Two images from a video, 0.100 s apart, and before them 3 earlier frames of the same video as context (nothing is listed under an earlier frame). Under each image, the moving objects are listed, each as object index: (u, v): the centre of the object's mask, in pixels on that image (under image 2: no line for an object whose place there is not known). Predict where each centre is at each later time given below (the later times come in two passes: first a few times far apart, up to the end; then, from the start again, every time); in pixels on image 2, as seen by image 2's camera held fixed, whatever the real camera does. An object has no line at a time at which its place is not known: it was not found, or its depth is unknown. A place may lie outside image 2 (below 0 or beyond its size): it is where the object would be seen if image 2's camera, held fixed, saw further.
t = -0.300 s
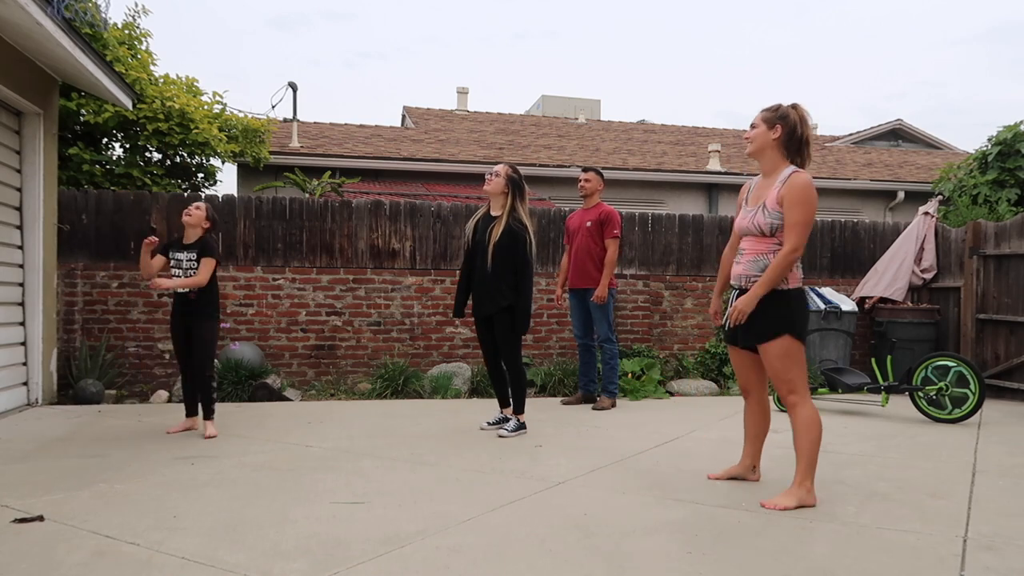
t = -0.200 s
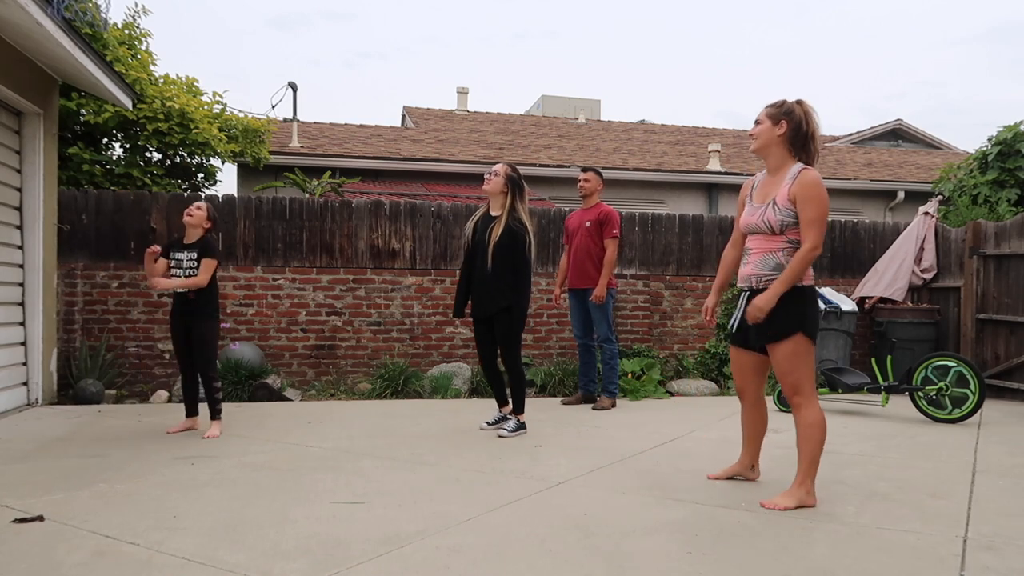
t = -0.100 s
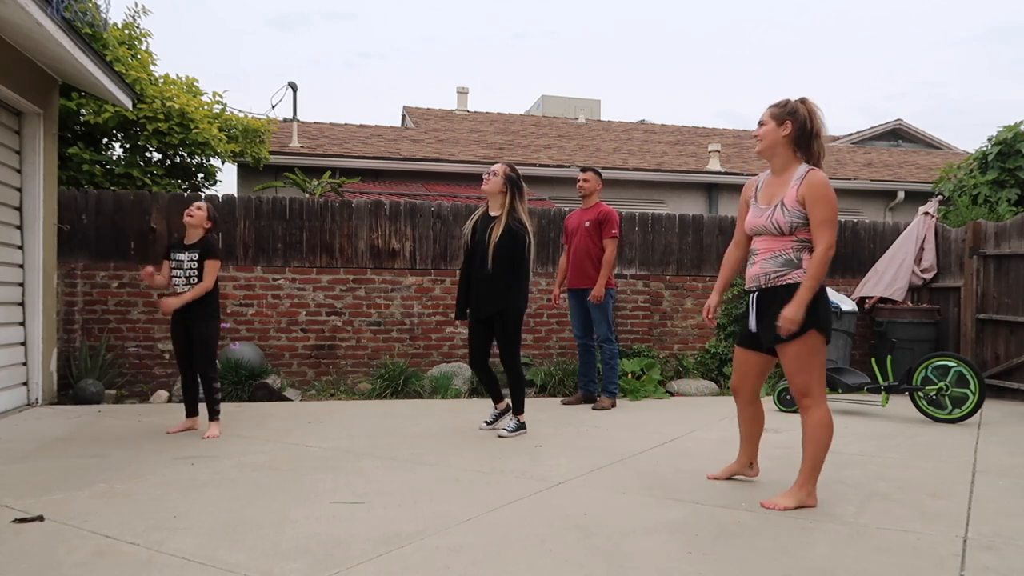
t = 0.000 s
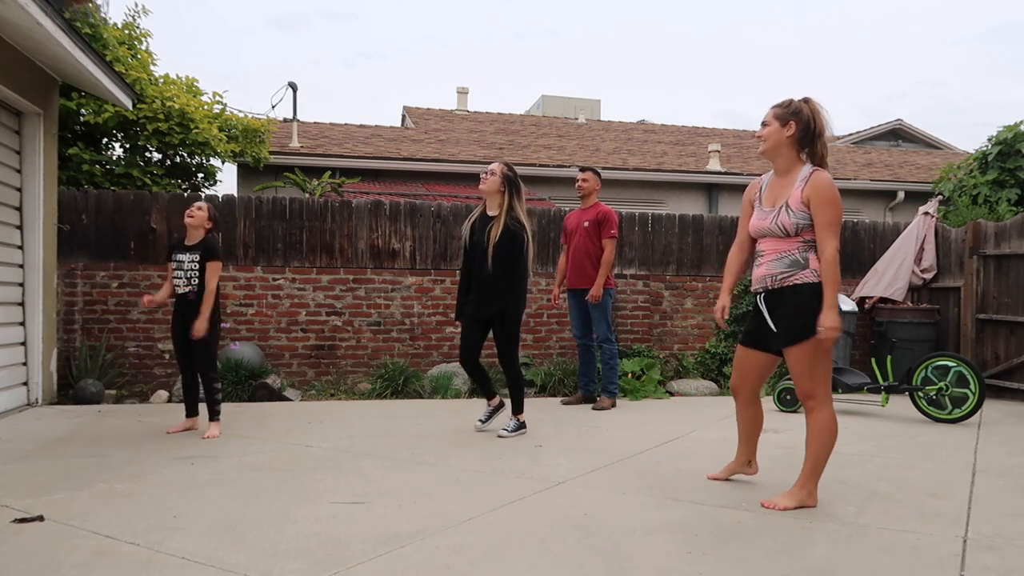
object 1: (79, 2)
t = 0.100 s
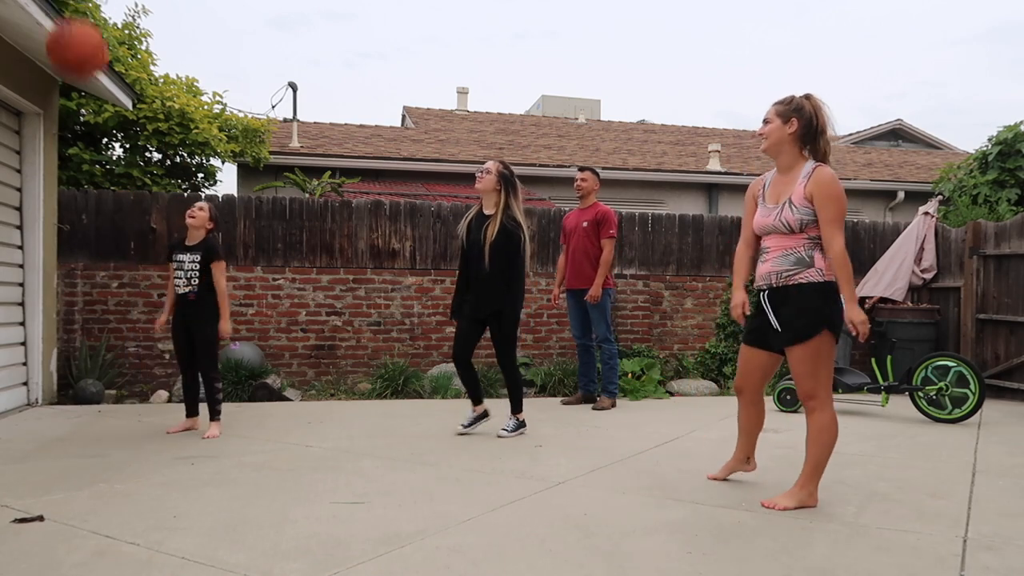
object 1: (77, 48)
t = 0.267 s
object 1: (88, 227)
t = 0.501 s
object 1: (99, 390)
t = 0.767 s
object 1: (103, 259)
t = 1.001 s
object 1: (107, 271)
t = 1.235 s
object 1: (111, 413)
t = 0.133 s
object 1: (80, 79)
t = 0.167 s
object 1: (81, 112)
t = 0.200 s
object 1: (83, 148)
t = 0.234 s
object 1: (85, 187)
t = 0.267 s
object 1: (88, 227)
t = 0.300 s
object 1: (89, 270)
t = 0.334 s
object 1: (92, 320)
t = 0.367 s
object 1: (93, 369)
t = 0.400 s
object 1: (96, 419)
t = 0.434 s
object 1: (98, 448)
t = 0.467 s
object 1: (98, 417)
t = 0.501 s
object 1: (99, 390)
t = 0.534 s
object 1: (99, 367)
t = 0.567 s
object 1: (100, 344)
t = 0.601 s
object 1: (101, 323)
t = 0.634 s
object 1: (102, 306)
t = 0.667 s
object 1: (102, 290)
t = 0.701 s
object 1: (102, 277)
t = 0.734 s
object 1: (103, 267)
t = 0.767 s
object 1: (103, 259)
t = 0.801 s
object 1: (104, 253)
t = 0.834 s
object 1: (105, 250)
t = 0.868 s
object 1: (105, 249)
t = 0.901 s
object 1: (106, 251)
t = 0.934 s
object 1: (106, 255)
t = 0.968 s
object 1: (107, 262)
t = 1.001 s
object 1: (107, 271)
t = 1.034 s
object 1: (108, 284)
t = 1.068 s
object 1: (108, 298)
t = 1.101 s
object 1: (109, 316)
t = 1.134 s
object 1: (109, 337)
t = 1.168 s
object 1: (110, 359)
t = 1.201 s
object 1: (110, 384)
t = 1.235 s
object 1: (111, 413)
